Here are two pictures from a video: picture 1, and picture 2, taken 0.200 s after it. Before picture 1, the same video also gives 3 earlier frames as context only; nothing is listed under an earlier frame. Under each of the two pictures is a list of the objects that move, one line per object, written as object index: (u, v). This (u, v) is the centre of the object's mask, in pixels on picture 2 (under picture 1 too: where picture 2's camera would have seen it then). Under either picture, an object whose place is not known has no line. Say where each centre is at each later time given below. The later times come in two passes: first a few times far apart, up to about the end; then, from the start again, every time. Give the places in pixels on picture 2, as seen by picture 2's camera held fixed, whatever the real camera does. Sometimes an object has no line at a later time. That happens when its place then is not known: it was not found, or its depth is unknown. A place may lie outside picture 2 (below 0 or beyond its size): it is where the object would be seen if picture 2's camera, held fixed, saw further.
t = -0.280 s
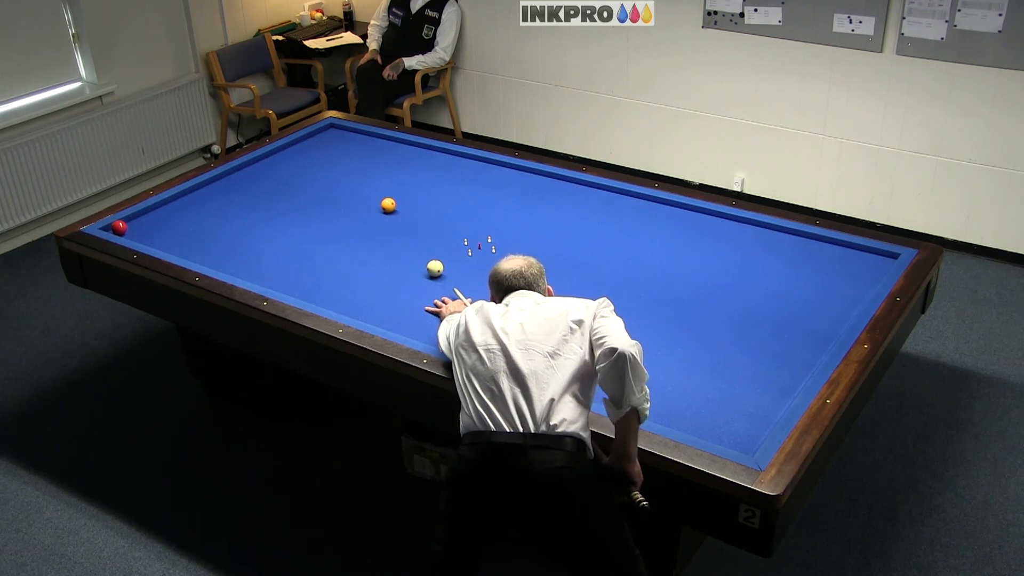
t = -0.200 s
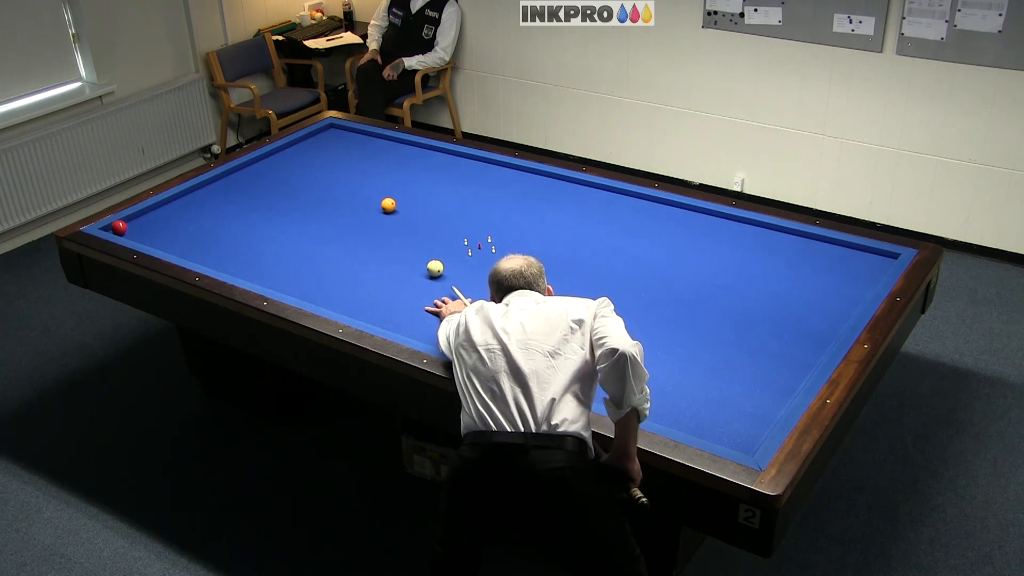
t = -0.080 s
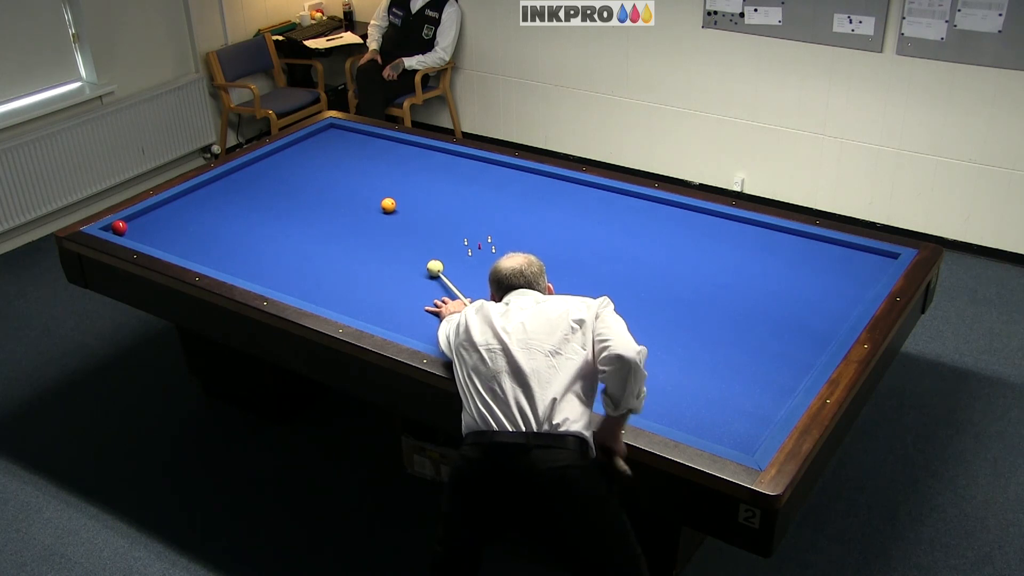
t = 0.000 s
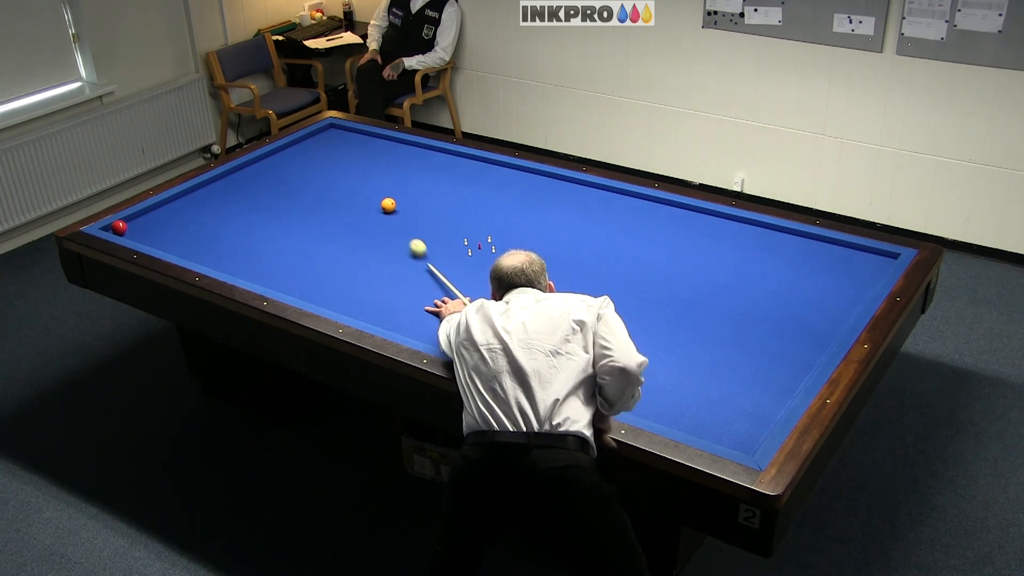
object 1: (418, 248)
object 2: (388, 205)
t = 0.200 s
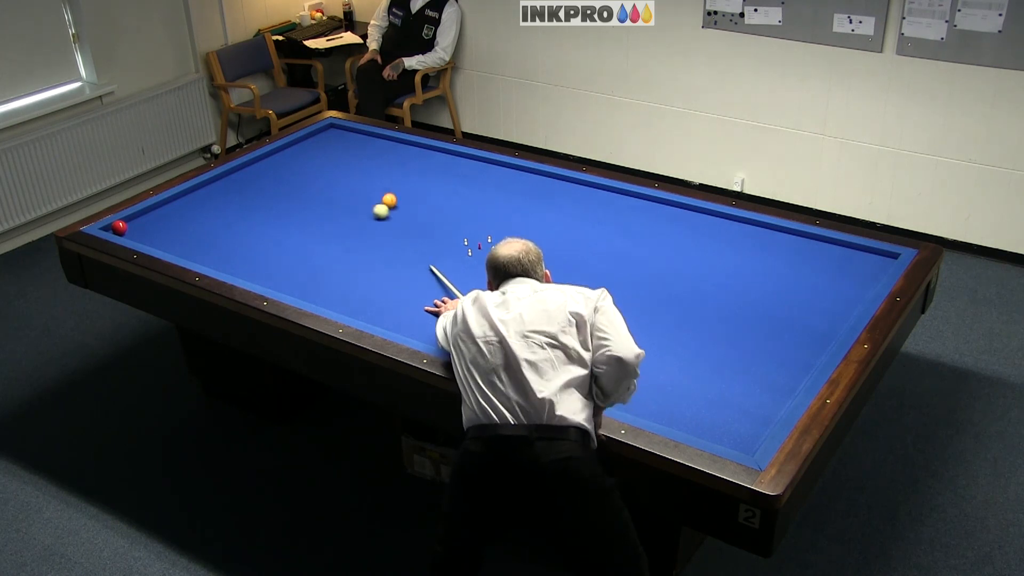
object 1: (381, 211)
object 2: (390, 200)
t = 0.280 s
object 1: (368, 211)
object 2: (392, 189)
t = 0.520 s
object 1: (334, 209)
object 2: (397, 163)
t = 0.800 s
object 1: (296, 206)
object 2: (391, 143)
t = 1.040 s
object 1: (265, 204)
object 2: (353, 147)
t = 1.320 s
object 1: (231, 202)
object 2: (309, 151)
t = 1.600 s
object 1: (197, 201)
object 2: (268, 156)
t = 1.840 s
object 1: (174, 200)
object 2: (262, 167)
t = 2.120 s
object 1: (180, 207)
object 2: (254, 180)
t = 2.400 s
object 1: (185, 214)
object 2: (246, 193)
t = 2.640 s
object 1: (190, 220)
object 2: (239, 205)
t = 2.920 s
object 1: (195, 226)
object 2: (231, 219)
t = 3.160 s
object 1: (199, 232)
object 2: (224, 231)
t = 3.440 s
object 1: (204, 238)
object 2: (216, 246)
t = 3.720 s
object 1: (210, 244)
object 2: (207, 259)
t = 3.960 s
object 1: (214, 248)
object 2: (220, 262)
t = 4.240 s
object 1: (219, 255)
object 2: (241, 260)
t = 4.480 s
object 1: (223, 260)
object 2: (259, 258)
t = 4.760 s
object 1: (228, 265)
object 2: (279, 256)
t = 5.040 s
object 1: (234, 269)
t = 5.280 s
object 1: (238, 272)
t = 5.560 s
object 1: (245, 274)
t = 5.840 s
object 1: (253, 276)
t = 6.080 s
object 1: (258, 277)
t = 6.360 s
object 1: (265, 278)
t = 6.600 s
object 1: (269, 279)
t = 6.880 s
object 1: (274, 279)
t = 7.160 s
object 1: (278, 279)
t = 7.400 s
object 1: (281, 280)
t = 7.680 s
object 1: (284, 280)
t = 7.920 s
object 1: (286, 280)
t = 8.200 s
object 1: (287, 280)
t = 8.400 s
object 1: (287, 279)
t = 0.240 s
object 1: (374, 211)
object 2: (391, 195)
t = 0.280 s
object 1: (368, 211)
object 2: (392, 189)
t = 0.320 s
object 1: (362, 211)
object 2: (393, 184)
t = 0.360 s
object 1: (356, 210)
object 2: (394, 179)
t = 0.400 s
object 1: (351, 210)
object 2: (395, 175)
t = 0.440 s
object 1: (345, 210)
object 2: (395, 170)
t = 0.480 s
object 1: (340, 209)
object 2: (396, 167)
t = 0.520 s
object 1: (334, 209)
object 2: (397, 163)
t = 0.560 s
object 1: (329, 208)
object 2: (398, 159)
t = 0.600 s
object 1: (323, 208)
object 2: (398, 155)
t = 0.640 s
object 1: (318, 208)
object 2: (399, 151)
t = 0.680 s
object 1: (312, 207)
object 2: (400, 148)
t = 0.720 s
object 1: (307, 207)
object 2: (400, 144)
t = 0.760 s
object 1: (302, 207)
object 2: (399, 142)
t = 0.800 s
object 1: (296, 206)
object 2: (391, 143)
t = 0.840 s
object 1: (291, 206)
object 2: (384, 144)
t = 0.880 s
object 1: (286, 206)
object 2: (378, 145)
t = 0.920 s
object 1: (281, 205)
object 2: (371, 145)
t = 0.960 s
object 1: (276, 205)
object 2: (365, 146)
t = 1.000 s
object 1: (271, 205)
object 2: (359, 146)
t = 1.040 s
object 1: (265, 204)
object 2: (353, 147)
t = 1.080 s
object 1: (260, 204)
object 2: (347, 148)
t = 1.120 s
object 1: (255, 204)
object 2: (340, 148)
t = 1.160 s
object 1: (250, 204)
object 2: (334, 149)
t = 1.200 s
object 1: (245, 203)
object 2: (328, 149)
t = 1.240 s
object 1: (240, 203)
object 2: (322, 150)
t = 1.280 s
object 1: (235, 203)
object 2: (316, 151)
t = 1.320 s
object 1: (231, 202)
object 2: (309, 151)
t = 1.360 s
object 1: (226, 202)
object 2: (303, 152)
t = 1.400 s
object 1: (221, 202)
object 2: (297, 152)
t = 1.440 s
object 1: (216, 202)
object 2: (291, 153)
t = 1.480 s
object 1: (211, 201)
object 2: (285, 154)
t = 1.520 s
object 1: (207, 201)
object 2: (279, 154)
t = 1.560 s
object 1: (202, 201)
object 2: (273, 154)
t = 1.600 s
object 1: (197, 201)
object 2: (268, 156)
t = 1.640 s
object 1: (193, 200)
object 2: (267, 157)
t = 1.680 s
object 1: (188, 200)
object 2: (266, 159)
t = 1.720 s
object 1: (183, 200)
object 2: (265, 161)
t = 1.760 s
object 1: (179, 200)
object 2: (264, 163)
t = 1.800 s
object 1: (174, 199)
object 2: (263, 165)
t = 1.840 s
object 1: (174, 200)
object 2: (262, 167)
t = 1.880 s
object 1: (175, 201)
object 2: (261, 169)
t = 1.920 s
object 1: (176, 202)
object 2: (260, 170)
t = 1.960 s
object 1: (177, 203)
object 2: (259, 172)
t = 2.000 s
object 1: (178, 204)
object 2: (258, 174)
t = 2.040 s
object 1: (178, 205)
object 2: (256, 176)
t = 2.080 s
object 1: (179, 206)
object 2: (255, 178)
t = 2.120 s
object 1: (180, 207)
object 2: (254, 180)
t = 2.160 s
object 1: (181, 208)
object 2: (253, 182)
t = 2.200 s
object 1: (181, 209)
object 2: (252, 183)
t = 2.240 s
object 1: (182, 210)
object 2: (251, 185)
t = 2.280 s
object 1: (183, 211)
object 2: (250, 187)
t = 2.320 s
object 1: (184, 212)
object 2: (248, 189)
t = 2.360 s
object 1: (184, 213)
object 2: (247, 191)
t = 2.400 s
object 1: (185, 214)
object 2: (246, 193)
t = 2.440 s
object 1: (186, 215)
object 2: (245, 195)
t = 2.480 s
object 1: (187, 216)
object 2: (244, 197)
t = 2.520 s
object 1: (188, 217)
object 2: (243, 199)
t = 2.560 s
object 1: (188, 218)
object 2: (242, 201)
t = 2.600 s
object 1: (189, 219)
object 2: (240, 203)
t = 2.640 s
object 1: (190, 220)
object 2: (239, 205)
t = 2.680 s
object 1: (190, 221)
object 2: (238, 207)
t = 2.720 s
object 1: (191, 221)
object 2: (237, 209)
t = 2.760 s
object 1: (192, 222)
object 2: (236, 211)
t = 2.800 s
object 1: (193, 223)
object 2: (234, 213)
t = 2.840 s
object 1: (193, 224)
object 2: (233, 215)
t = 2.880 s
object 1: (194, 225)
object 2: (232, 217)
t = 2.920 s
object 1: (195, 226)
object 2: (231, 219)
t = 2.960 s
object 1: (196, 227)
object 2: (230, 221)
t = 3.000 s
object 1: (196, 228)
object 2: (228, 223)
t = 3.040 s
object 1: (197, 229)
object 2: (227, 225)
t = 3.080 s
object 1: (198, 230)
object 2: (226, 227)
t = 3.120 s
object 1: (199, 231)
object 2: (225, 229)
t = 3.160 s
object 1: (199, 232)
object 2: (224, 231)
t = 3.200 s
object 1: (200, 233)
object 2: (222, 233)
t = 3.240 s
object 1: (201, 234)
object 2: (221, 235)
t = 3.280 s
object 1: (202, 234)
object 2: (220, 238)
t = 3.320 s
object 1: (202, 235)
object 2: (219, 239)
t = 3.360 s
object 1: (203, 236)
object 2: (218, 242)
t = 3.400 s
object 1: (203, 237)
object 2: (217, 244)
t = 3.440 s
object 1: (204, 238)
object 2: (216, 246)
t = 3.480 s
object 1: (204, 238)
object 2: (214, 248)
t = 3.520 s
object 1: (205, 239)
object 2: (213, 250)
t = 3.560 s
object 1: (206, 240)
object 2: (212, 252)
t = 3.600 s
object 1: (207, 241)
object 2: (210, 254)
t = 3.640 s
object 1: (208, 242)
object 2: (209, 257)
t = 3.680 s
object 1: (209, 243)
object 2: (208, 258)
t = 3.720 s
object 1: (210, 244)
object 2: (207, 259)
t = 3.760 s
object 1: (210, 245)
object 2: (206, 260)
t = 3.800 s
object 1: (211, 246)
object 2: (207, 261)
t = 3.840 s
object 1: (212, 247)
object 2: (210, 262)
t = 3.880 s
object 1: (213, 247)
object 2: (213, 262)
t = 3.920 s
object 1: (213, 248)
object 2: (217, 262)
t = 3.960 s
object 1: (214, 248)
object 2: (220, 262)
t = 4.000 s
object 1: (214, 249)
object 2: (223, 262)
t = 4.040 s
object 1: (215, 251)
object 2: (226, 262)
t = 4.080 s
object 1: (216, 252)
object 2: (229, 261)
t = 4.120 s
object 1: (217, 253)
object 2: (232, 261)
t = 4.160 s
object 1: (218, 253)
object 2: (235, 261)
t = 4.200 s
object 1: (218, 254)
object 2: (238, 260)
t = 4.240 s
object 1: (219, 255)
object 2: (241, 260)
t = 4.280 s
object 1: (220, 256)
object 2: (244, 260)
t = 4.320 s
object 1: (220, 257)
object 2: (247, 259)
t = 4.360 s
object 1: (221, 257)
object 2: (250, 259)
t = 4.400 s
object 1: (222, 258)
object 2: (253, 259)
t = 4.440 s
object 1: (223, 259)
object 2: (256, 258)
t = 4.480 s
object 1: (223, 260)
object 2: (259, 258)
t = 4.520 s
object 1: (224, 261)
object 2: (262, 258)
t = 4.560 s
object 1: (225, 261)
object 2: (265, 257)
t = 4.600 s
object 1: (225, 262)
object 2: (268, 257)
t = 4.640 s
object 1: (226, 263)
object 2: (271, 257)
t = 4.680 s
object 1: (227, 264)
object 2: (274, 256)
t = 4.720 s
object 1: (228, 264)
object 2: (276, 256)
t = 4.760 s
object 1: (228, 265)
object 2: (279, 256)
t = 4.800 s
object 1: (229, 265)
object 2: (282, 256)
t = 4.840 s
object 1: (230, 266)
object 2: (285, 255)
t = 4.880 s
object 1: (231, 267)
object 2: (288, 255)
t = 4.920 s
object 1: (232, 267)
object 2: (290, 255)
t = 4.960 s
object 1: (232, 268)
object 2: (293, 254)
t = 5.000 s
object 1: (233, 268)
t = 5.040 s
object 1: (234, 269)
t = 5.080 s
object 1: (234, 269)
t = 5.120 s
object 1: (235, 270)
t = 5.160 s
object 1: (236, 270)
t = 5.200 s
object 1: (237, 271)
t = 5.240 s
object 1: (237, 271)
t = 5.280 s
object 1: (238, 272)
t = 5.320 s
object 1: (239, 272)
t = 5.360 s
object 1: (239, 273)
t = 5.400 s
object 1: (240, 273)
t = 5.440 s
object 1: (242, 273)
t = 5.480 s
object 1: (243, 274)
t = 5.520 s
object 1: (244, 274)
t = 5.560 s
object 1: (245, 274)
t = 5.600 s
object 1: (246, 274)
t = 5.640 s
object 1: (247, 275)
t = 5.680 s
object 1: (248, 275)
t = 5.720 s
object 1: (249, 275)
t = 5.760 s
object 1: (250, 275)
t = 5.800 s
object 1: (251, 276)
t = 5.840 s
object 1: (253, 276)
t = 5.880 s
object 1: (254, 276)
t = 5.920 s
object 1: (254, 276)
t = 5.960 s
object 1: (255, 276)
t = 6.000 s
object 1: (256, 277)
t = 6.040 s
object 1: (257, 277)
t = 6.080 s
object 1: (258, 277)
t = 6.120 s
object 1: (259, 277)
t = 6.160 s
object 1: (260, 277)
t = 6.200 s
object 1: (261, 277)
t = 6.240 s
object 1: (262, 278)
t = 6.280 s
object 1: (263, 278)
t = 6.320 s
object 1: (264, 278)
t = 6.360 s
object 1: (265, 278)
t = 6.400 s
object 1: (265, 278)
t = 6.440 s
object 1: (266, 278)
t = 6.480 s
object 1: (267, 278)
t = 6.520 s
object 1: (268, 279)
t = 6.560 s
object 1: (269, 279)
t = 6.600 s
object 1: (269, 279)
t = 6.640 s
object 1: (270, 279)
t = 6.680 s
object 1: (271, 279)
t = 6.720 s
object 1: (271, 279)
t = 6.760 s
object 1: (272, 279)
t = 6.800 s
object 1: (273, 279)
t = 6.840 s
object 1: (273, 279)
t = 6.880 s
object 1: (274, 279)
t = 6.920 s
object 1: (275, 279)
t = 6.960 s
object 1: (275, 279)
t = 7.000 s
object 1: (276, 279)
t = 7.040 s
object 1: (276, 280)
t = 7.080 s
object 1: (277, 280)
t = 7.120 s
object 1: (278, 280)
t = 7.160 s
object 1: (278, 279)
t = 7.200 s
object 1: (279, 280)
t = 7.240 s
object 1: (279, 280)
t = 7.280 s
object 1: (280, 280)
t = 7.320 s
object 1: (280, 280)
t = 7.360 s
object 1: (281, 280)
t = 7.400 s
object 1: (281, 280)
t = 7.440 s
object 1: (281, 280)
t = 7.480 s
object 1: (282, 280)
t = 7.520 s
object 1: (282, 280)
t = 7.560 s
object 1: (283, 280)
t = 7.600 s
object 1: (283, 280)
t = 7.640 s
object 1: (283, 280)
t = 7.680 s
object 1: (284, 280)
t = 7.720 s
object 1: (284, 280)
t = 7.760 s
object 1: (284, 280)
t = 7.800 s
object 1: (285, 279)
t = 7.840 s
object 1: (285, 279)
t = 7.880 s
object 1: (285, 280)
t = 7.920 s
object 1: (286, 280)
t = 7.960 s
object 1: (286, 280)
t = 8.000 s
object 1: (286, 280)
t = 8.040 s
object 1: (286, 280)
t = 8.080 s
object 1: (287, 280)
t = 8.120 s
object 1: (287, 280)
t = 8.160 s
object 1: (287, 280)
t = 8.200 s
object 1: (287, 280)
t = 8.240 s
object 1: (287, 280)
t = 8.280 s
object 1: (287, 280)
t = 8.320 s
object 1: (287, 279)
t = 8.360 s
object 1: (287, 279)
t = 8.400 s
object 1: (287, 279)
